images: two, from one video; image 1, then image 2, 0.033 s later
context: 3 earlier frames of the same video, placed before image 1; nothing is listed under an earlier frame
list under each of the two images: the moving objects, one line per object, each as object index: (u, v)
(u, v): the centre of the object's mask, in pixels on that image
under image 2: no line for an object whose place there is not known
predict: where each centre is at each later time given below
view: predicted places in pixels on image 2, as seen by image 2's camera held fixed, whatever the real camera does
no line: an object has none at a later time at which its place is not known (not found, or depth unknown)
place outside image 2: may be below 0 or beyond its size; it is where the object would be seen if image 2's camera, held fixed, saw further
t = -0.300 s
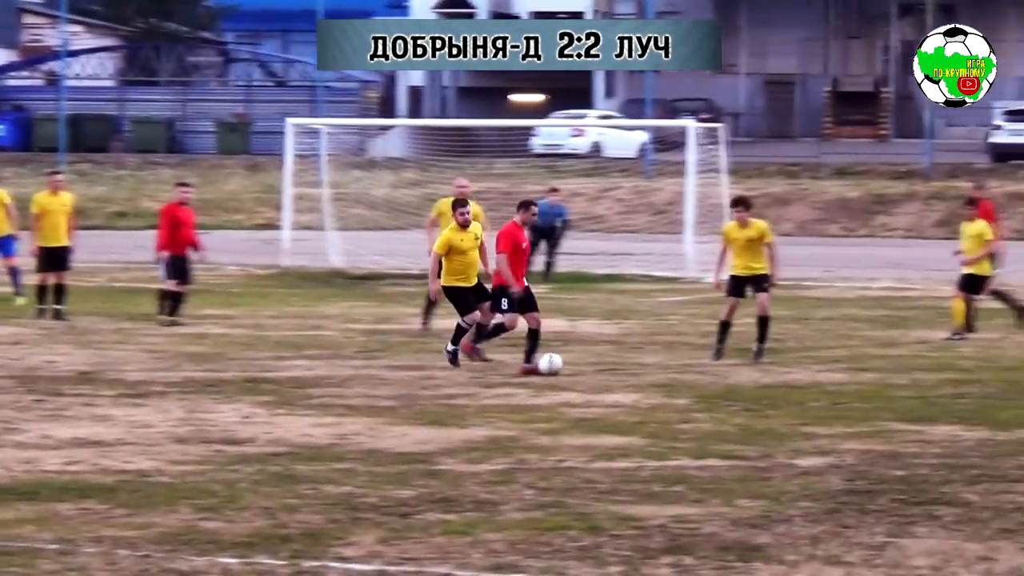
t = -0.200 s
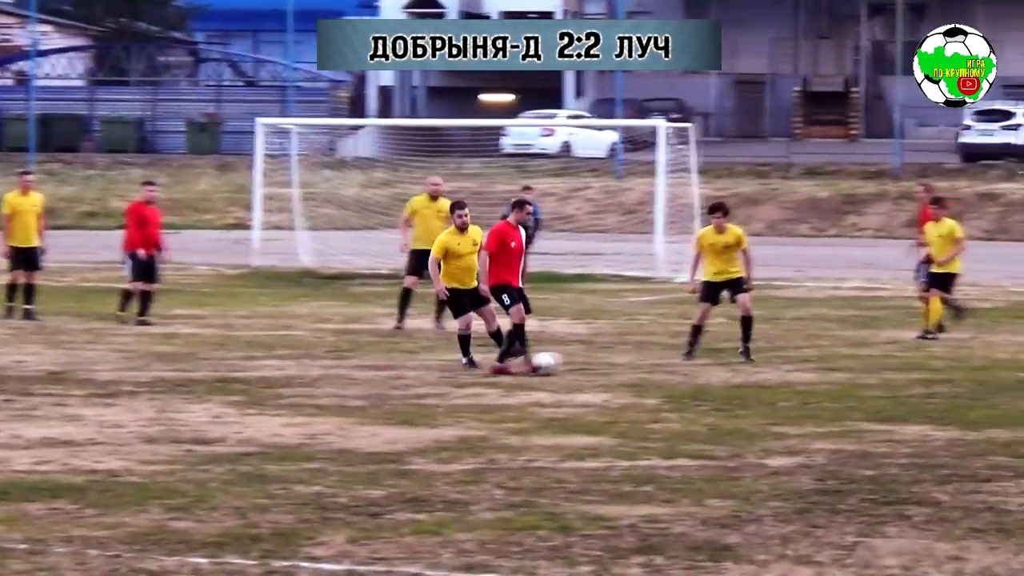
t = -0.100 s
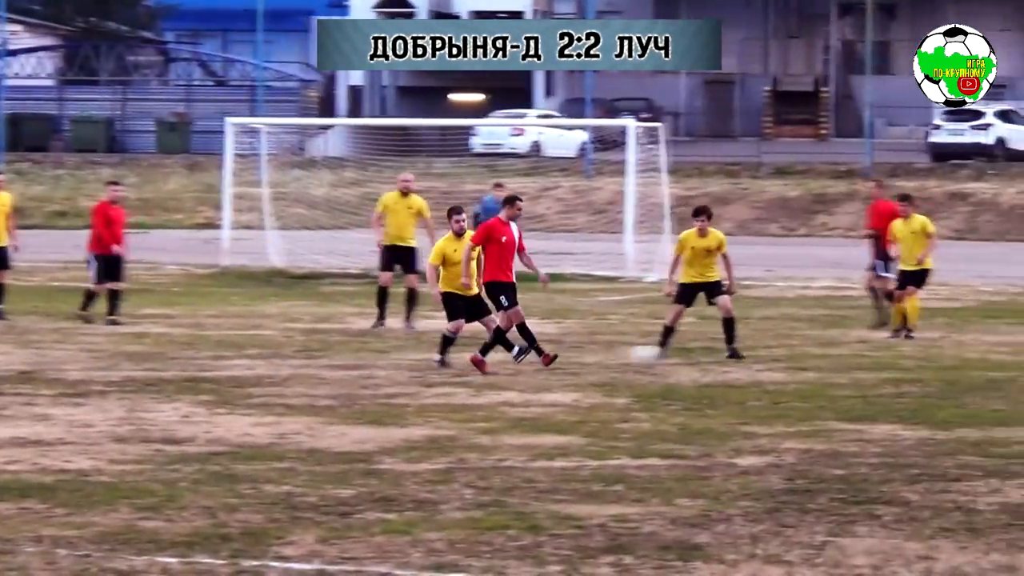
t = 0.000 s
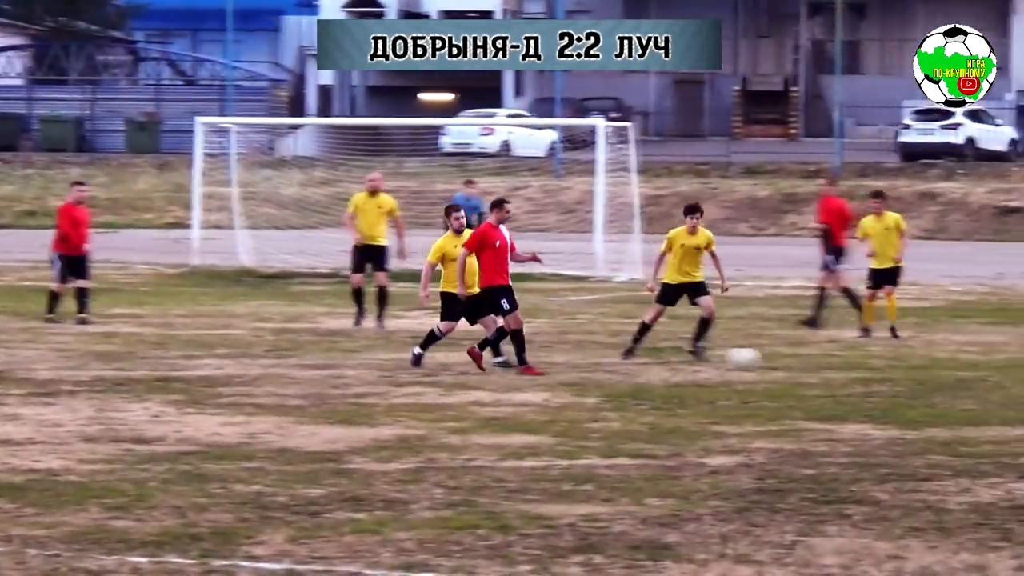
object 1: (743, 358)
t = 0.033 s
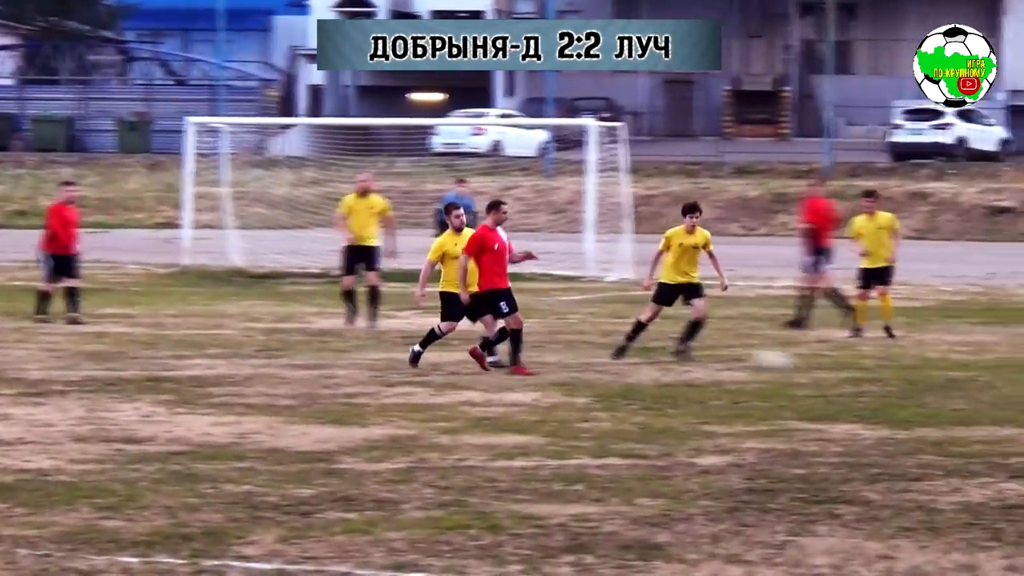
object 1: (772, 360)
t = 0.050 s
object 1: (788, 361)
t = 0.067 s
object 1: (808, 361)
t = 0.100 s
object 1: (847, 359)
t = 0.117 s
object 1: (862, 358)
